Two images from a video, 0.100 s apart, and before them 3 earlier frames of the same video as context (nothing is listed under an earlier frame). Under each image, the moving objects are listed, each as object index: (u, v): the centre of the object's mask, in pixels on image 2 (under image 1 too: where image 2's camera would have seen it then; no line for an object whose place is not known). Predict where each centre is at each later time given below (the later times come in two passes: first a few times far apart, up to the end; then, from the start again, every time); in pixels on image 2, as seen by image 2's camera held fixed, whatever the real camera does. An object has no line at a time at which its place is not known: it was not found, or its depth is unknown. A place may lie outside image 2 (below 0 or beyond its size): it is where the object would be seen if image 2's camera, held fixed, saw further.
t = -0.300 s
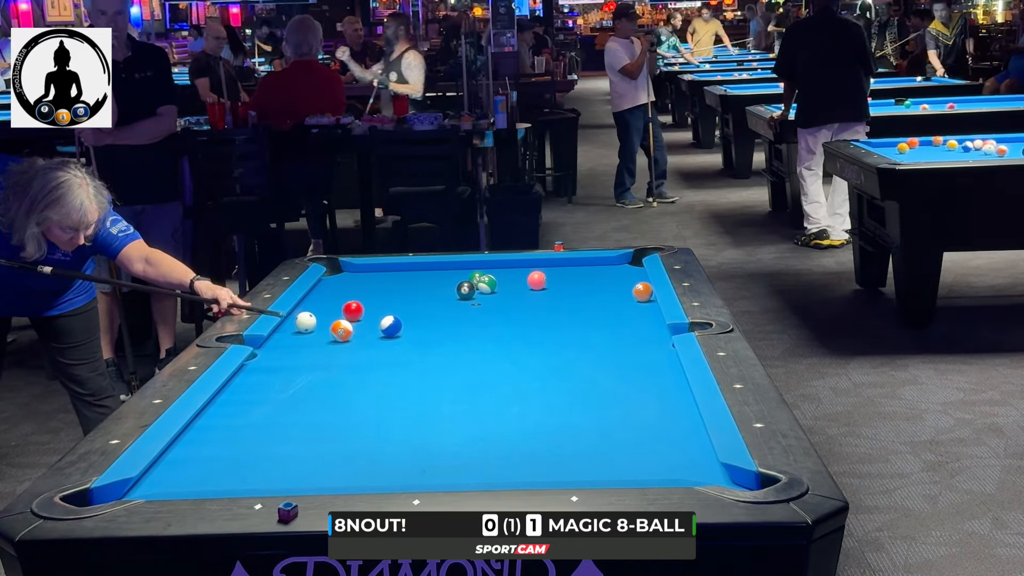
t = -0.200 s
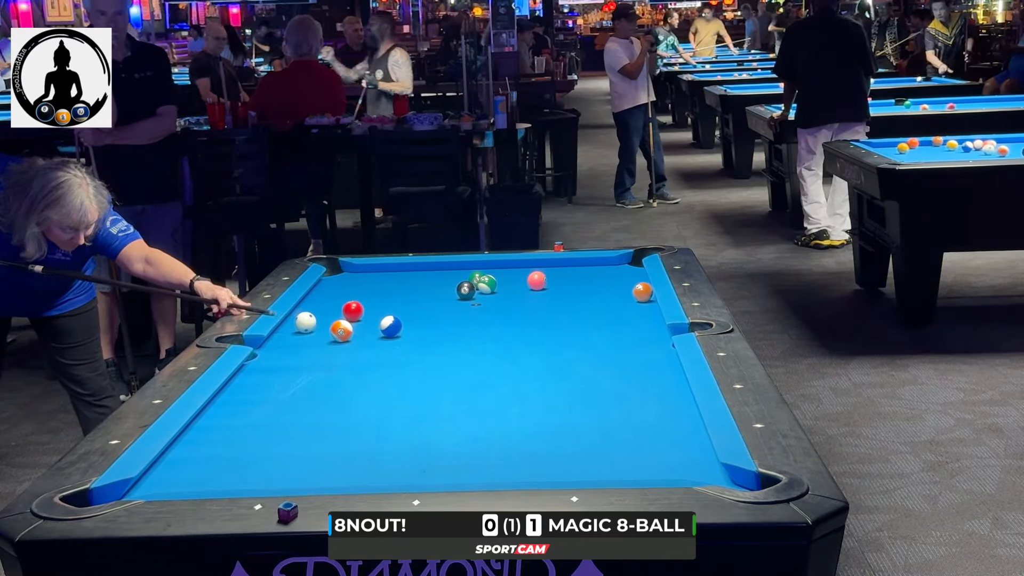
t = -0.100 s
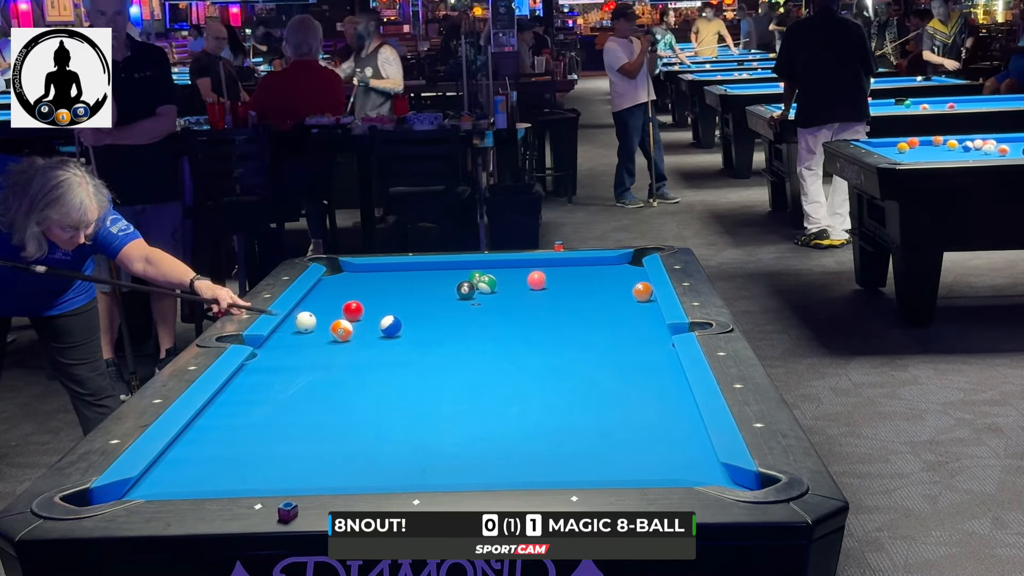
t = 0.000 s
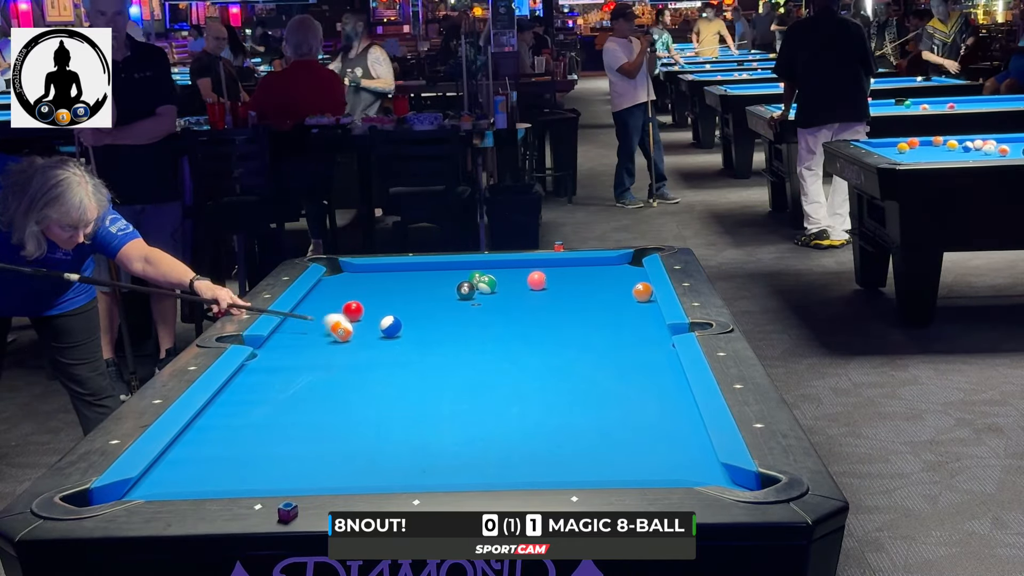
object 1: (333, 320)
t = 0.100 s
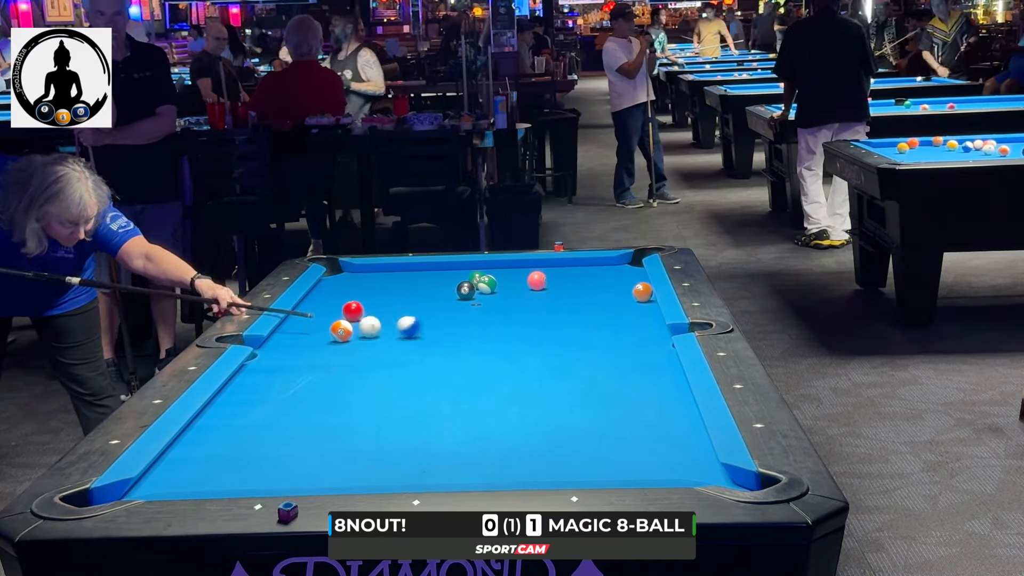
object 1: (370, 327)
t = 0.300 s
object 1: (384, 331)
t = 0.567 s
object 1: (415, 336)
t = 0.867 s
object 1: (449, 342)
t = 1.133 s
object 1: (479, 347)
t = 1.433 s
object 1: (512, 353)
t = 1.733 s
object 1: (544, 359)
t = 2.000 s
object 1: (572, 363)
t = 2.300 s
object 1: (601, 368)
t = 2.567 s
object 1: (626, 372)
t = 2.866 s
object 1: (653, 377)
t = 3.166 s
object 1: (672, 380)
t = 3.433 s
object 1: (663, 383)
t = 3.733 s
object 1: (655, 386)
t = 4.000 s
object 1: (650, 387)
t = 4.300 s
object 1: (648, 389)
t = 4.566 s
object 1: (647, 389)
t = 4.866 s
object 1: (648, 389)
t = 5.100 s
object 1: (648, 389)
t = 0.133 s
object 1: (370, 328)
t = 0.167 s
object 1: (371, 328)
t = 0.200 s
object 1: (373, 329)
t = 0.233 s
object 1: (377, 329)
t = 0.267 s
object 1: (380, 330)
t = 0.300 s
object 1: (384, 331)
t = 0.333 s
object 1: (388, 331)
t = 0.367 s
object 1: (392, 332)
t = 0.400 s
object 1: (396, 333)
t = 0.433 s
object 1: (400, 333)
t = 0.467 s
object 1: (403, 334)
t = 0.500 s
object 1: (407, 335)
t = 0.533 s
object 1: (411, 335)
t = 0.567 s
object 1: (415, 336)
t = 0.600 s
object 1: (419, 337)
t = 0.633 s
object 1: (423, 338)
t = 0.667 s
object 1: (426, 338)
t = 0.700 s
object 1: (430, 339)
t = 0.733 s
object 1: (434, 339)
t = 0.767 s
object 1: (438, 340)
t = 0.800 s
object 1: (441, 341)
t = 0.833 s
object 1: (445, 341)
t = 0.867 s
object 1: (449, 342)
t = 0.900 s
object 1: (453, 343)
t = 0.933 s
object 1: (456, 344)
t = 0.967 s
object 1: (460, 344)
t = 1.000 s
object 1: (464, 345)
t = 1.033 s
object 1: (468, 345)
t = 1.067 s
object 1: (472, 346)
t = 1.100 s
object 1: (475, 347)
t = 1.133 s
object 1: (479, 347)
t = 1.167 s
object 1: (483, 348)
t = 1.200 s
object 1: (486, 349)
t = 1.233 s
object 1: (490, 349)
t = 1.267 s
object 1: (494, 350)
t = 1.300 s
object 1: (497, 351)
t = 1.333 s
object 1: (501, 351)
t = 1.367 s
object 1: (505, 352)
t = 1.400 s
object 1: (508, 352)
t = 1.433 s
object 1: (512, 353)
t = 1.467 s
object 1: (516, 354)
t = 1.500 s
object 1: (519, 354)
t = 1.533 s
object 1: (523, 355)
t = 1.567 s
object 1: (526, 355)
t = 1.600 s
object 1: (530, 356)
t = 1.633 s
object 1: (534, 357)
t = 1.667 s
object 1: (537, 357)
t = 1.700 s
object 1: (541, 358)
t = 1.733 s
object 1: (544, 359)
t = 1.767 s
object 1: (548, 359)
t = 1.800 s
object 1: (551, 360)
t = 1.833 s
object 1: (554, 360)
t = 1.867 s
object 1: (558, 361)
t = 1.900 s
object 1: (561, 362)
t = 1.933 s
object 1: (565, 362)
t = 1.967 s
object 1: (569, 362)
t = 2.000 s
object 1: (572, 363)
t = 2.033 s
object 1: (575, 364)
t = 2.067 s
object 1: (578, 364)
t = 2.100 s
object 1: (582, 365)
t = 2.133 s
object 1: (585, 365)
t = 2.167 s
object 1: (588, 366)
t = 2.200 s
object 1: (592, 367)
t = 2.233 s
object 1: (595, 367)
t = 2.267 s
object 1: (598, 368)
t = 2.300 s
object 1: (601, 368)
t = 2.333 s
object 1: (605, 369)
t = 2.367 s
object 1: (608, 369)
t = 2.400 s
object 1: (611, 370)
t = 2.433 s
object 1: (614, 370)
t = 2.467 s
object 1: (617, 371)
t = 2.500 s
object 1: (620, 371)
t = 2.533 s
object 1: (623, 372)
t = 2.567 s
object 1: (626, 372)
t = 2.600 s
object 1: (630, 373)
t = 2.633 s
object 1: (633, 373)
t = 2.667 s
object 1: (636, 374)
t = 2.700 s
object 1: (638, 374)
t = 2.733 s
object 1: (641, 375)
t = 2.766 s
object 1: (644, 375)
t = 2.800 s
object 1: (647, 376)
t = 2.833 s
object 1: (650, 376)
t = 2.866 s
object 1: (653, 377)
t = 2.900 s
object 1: (655, 377)
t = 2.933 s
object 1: (658, 378)
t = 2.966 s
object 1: (661, 378)
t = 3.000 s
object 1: (664, 379)
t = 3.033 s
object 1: (667, 379)
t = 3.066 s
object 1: (669, 379)
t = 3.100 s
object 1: (672, 380)
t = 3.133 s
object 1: (674, 380)
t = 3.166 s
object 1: (672, 380)
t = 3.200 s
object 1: (671, 381)
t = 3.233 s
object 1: (669, 381)
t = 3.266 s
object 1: (668, 381)
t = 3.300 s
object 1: (667, 382)
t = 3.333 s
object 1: (666, 382)
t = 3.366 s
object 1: (665, 382)
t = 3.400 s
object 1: (664, 383)
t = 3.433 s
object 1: (663, 383)
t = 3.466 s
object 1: (662, 383)
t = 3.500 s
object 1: (661, 384)
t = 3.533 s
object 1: (660, 384)
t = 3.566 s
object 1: (659, 384)
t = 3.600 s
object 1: (658, 384)
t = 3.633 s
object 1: (657, 385)
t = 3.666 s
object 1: (657, 385)
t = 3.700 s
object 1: (656, 385)
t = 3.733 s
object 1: (655, 386)
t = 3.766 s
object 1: (655, 386)
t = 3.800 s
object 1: (654, 386)
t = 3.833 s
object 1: (653, 386)
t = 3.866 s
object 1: (653, 387)
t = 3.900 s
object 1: (652, 387)
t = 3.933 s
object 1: (651, 387)
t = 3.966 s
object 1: (651, 387)
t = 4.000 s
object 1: (650, 387)
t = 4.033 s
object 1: (650, 387)
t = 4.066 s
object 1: (650, 388)
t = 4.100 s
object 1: (649, 388)
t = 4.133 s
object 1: (649, 388)
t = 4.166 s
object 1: (649, 388)
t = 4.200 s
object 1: (648, 388)
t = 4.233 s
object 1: (648, 388)
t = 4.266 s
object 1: (648, 388)
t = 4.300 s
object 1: (648, 389)
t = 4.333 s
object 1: (647, 389)
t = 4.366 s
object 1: (647, 389)
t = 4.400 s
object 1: (647, 389)
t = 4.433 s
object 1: (647, 389)
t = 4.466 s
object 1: (647, 389)
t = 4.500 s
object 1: (647, 389)
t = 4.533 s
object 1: (647, 389)
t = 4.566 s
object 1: (647, 389)
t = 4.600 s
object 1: (647, 389)
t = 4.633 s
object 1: (647, 389)
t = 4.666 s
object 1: (647, 389)
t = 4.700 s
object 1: (647, 389)
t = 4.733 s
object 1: (647, 389)
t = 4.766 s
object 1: (647, 389)
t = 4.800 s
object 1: (647, 389)
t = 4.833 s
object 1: (648, 389)
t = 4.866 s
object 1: (648, 389)
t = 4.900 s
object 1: (648, 389)
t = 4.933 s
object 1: (648, 389)
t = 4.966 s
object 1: (648, 389)
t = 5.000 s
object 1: (648, 389)
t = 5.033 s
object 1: (648, 389)
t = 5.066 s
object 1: (648, 389)
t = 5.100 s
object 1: (648, 389)
